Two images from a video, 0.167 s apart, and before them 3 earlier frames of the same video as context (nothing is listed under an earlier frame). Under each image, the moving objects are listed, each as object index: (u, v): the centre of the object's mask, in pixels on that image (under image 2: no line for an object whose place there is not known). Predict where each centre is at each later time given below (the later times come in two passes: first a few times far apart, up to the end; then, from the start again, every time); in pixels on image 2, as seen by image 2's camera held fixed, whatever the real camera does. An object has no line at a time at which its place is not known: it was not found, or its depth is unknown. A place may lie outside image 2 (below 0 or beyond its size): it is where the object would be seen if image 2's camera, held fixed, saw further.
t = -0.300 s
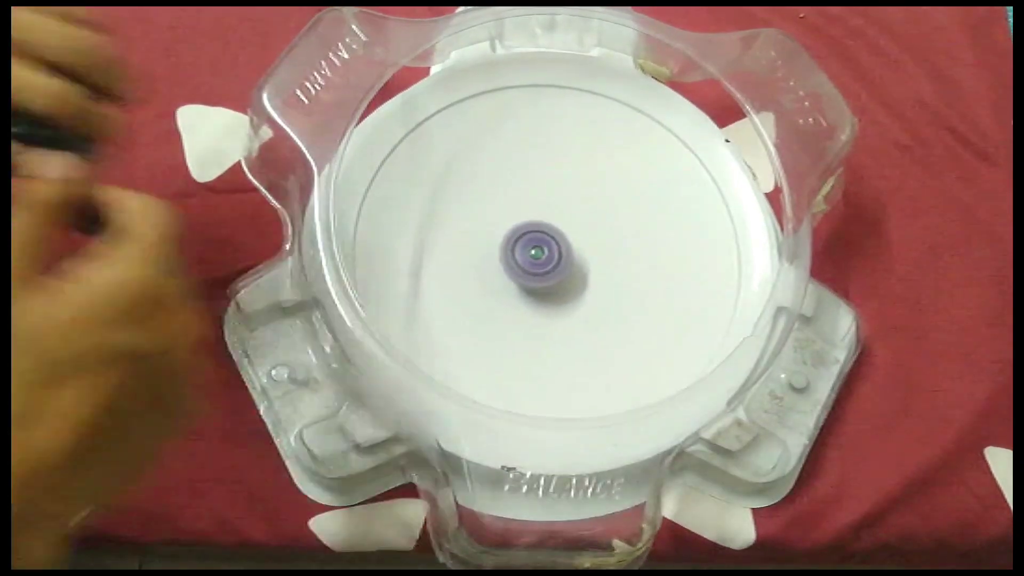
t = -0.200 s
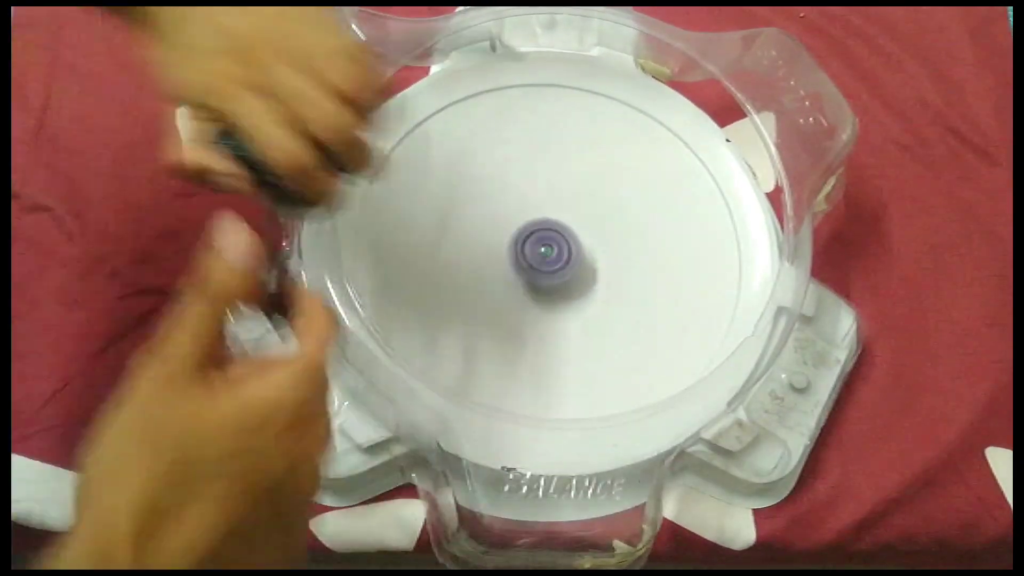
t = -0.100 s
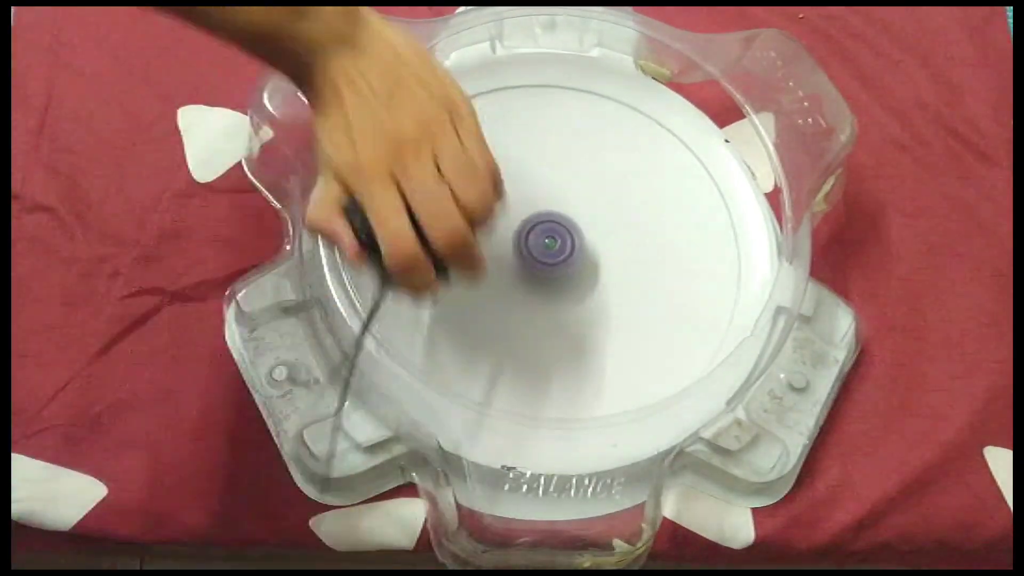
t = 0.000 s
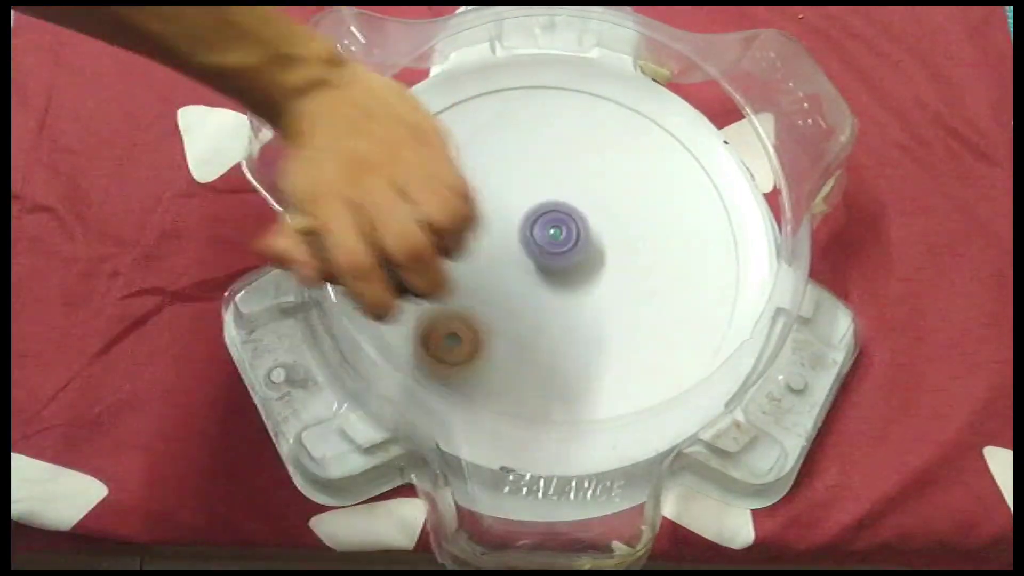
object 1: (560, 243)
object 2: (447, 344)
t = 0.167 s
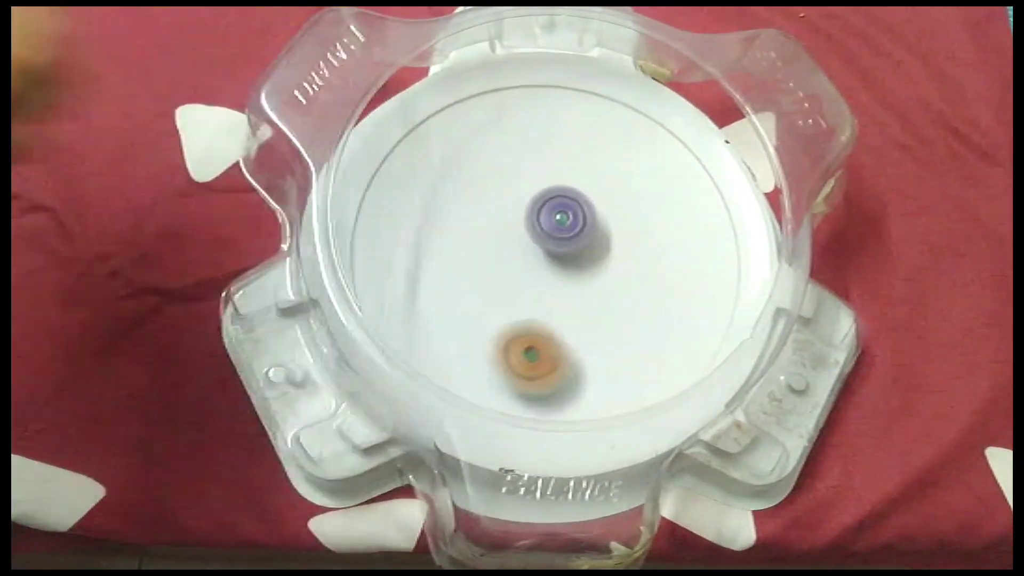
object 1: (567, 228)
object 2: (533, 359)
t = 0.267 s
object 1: (565, 223)
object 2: (573, 328)
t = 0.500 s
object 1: (540, 194)
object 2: (592, 244)
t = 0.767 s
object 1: (485, 183)
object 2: (578, 205)
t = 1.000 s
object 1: (468, 213)
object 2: (557, 197)
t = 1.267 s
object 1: (490, 256)
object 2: (556, 213)
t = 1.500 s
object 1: (527, 289)
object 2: (584, 219)
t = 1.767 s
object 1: (584, 286)
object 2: (603, 209)
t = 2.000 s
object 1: (574, 363)
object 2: (624, 111)
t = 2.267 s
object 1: (613, 347)
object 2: (567, 111)
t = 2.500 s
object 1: (584, 288)
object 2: (546, 185)
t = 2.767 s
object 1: (528, 298)
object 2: (573, 205)
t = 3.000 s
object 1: (504, 300)
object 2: (590, 212)
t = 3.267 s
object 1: (497, 286)
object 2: (592, 221)
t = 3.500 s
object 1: (509, 258)
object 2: (586, 241)
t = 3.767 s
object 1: (518, 216)
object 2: (588, 265)
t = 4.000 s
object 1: (531, 196)
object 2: (582, 275)
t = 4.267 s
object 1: (552, 193)
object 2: (563, 279)
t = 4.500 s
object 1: (579, 206)
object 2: (544, 279)
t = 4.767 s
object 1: (599, 226)
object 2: (527, 271)
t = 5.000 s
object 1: (602, 248)
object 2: (517, 258)
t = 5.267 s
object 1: (593, 274)
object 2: (511, 241)
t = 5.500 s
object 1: (573, 289)
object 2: (516, 227)
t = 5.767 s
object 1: (542, 297)
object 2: (529, 212)
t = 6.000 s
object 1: (525, 293)
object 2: (543, 206)
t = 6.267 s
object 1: (517, 274)
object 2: (564, 209)
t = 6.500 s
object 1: (508, 259)
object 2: (590, 200)
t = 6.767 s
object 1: (519, 237)
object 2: (601, 202)
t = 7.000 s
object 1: (525, 217)
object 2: (604, 218)
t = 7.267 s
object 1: (538, 217)
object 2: (613, 242)
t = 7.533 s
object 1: (538, 210)
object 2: (616, 279)
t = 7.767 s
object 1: (534, 212)
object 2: (609, 303)
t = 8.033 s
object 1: (536, 226)
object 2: (586, 309)
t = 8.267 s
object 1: (537, 231)
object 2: (551, 305)
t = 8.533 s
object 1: (543, 231)
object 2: (521, 306)
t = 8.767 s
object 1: (551, 228)
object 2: (506, 294)
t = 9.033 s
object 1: (596, 210)
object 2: (469, 285)
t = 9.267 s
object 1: (597, 184)
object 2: (462, 281)
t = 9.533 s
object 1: (591, 208)
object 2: (488, 261)
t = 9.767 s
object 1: (599, 233)
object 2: (514, 236)
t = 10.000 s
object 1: (595, 245)
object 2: (524, 216)
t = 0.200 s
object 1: (567, 226)
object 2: (550, 352)
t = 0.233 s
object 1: (566, 225)
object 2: (564, 342)
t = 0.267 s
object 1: (565, 223)
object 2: (573, 328)
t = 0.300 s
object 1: (564, 221)
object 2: (583, 314)
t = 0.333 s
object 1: (562, 220)
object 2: (590, 298)
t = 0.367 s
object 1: (559, 216)
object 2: (590, 280)
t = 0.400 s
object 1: (555, 209)
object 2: (594, 271)
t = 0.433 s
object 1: (549, 202)
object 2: (595, 263)
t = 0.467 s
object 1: (544, 198)
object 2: (594, 252)
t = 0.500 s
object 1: (540, 194)
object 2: (592, 244)
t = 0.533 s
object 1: (534, 189)
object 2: (593, 239)
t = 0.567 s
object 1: (527, 185)
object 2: (589, 230)
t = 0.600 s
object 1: (521, 183)
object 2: (586, 221)
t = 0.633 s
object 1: (516, 182)
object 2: (582, 214)
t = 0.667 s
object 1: (502, 172)
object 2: (584, 213)
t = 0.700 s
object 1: (499, 180)
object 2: (582, 211)
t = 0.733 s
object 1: (492, 181)
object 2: (581, 208)
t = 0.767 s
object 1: (485, 183)
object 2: (578, 205)
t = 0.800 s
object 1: (480, 186)
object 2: (576, 203)
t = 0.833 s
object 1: (475, 190)
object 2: (573, 201)
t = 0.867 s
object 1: (471, 194)
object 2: (570, 199)
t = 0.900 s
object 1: (469, 199)
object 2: (567, 198)
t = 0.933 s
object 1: (468, 204)
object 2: (564, 197)
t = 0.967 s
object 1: (468, 208)
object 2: (560, 197)
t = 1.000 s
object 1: (468, 213)
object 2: (557, 197)
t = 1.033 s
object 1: (469, 217)
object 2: (554, 198)
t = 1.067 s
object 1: (472, 223)
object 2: (551, 200)
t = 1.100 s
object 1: (475, 227)
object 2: (548, 201)
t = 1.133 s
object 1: (479, 233)
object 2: (546, 203)
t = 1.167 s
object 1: (479, 239)
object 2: (549, 205)
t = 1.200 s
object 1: (472, 237)
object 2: (551, 207)
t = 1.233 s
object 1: (484, 251)
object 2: (554, 209)
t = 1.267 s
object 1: (490, 256)
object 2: (556, 213)
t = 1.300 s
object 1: (495, 260)
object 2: (559, 216)
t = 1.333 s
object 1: (501, 263)
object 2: (561, 219)
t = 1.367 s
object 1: (502, 269)
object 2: (567, 221)
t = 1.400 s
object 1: (506, 275)
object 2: (573, 221)
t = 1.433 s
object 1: (513, 282)
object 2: (577, 220)
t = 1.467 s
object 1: (520, 286)
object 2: (581, 220)
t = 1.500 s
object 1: (527, 289)
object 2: (584, 219)
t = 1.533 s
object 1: (535, 292)
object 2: (588, 218)
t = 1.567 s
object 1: (542, 293)
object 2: (591, 217)
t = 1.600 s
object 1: (550, 294)
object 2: (594, 216)
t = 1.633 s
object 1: (557, 294)
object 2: (597, 214)
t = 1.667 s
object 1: (564, 293)
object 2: (598, 213)
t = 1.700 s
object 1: (571, 291)
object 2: (600, 211)
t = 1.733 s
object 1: (578, 289)
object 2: (601, 211)
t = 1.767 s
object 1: (584, 286)
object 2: (603, 209)
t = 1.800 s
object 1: (579, 300)
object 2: (614, 196)
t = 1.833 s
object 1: (567, 322)
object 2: (629, 172)
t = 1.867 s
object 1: (561, 338)
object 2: (637, 154)
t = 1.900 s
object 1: (560, 347)
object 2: (639, 140)
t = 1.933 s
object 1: (563, 354)
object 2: (636, 129)
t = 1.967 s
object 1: (568, 359)
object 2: (632, 119)
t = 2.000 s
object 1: (574, 363)
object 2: (624, 111)
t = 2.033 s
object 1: (580, 366)
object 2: (618, 105)
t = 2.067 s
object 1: (587, 367)
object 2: (611, 100)
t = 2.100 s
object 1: (593, 367)
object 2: (602, 97)
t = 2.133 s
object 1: (599, 366)
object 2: (594, 96)
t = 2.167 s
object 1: (604, 363)
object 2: (587, 97)
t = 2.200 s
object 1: (608, 359)
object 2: (580, 102)
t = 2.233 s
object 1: (611, 354)
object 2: (573, 105)
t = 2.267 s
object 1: (613, 347)
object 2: (567, 111)
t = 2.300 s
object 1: (607, 333)
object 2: (561, 118)
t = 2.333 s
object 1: (606, 325)
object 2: (556, 128)
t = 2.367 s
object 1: (608, 323)
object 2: (551, 138)
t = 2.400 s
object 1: (604, 314)
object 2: (547, 149)
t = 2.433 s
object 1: (597, 305)
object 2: (544, 159)
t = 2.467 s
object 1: (591, 297)
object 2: (545, 172)
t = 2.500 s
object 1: (584, 288)
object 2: (546, 185)
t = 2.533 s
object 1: (578, 281)
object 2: (549, 196)
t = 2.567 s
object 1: (572, 284)
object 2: (553, 200)
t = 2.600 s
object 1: (567, 290)
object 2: (556, 200)
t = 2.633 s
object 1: (560, 290)
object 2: (558, 205)
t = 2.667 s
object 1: (552, 288)
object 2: (560, 208)
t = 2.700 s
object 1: (543, 291)
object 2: (565, 208)
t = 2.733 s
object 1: (534, 296)
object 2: (569, 206)
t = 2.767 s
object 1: (528, 298)
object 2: (573, 205)
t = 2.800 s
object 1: (524, 299)
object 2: (577, 206)
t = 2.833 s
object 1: (520, 300)
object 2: (580, 207)
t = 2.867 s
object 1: (516, 301)
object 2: (583, 208)
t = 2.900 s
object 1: (513, 301)
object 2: (585, 209)
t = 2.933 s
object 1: (510, 301)
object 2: (587, 210)
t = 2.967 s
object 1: (507, 300)
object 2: (588, 211)
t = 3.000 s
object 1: (504, 300)
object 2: (590, 212)
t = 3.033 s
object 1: (502, 299)
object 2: (592, 213)
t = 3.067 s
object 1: (500, 298)
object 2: (593, 215)
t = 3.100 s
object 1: (499, 297)
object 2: (593, 215)
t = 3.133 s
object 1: (498, 295)
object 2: (593, 216)
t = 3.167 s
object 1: (497, 293)
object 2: (593, 217)
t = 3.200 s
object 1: (497, 291)
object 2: (593, 218)
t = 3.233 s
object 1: (497, 289)
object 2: (593, 220)
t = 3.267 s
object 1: (497, 286)
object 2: (592, 221)
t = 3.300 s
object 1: (498, 283)
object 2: (591, 224)
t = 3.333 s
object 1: (499, 279)
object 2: (590, 225)
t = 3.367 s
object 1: (501, 275)
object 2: (589, 228)
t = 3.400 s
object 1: (503, 272)
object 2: (589, 231)
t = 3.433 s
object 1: (505, 268)
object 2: (587, 234)
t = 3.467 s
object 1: (507, 263)
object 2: (586, 238)
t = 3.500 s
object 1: (509, 258)
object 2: (586, 241)
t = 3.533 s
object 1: (510, 252)
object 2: (584, 245)
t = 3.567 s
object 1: (510, 246)
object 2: (584, 249)
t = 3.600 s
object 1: (511, 240)
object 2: (587, 253)
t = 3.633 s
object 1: (512, 235)
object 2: (587, 256)
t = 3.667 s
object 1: (513, 230)
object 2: (588, 258)
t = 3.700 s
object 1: (515, 225)
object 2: (588, 261)
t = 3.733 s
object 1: (516, 220)
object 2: (588, 263)
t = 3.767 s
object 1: (518, 216)
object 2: (588, 265)
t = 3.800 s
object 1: (520, 212)
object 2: (588, 267)
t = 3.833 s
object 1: (522, 209)
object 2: (588, 268)
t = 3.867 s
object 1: (523, 206)
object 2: (587, 270)
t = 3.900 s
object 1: (525, 203)
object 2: (586, 271)
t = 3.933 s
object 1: (527, 201)
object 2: (585, 272)
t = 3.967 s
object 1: (529, 198)
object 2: (584, 274)
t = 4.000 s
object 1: (531, 196)
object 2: (582, 275)
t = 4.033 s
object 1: (533, 194)
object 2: (581, 276)
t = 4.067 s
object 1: (536, 193)
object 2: (579, 276)
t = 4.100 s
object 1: (538, 192)
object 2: (577, 276)
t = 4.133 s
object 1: (540, 192)
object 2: (575, 277)
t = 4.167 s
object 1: (543, 192)
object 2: (572, 277)
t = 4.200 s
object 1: (546, 192)
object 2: (569, 278)
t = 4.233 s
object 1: (549, 192)
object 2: (567, 279)
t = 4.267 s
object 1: (552, 193)
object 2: (563, 279)
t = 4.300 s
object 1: (556, 194)
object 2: (561, 279)
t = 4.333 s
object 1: (553, 189)
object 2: (557, 279)
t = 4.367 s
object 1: (564, 198)
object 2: (555, 279)
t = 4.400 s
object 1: (568, 200)
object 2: (552, 278)
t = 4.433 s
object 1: (571, 201)
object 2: (549, 279)
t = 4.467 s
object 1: (575, 204)
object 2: (546, 279)
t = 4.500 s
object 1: (579, 206)
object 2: (544, 279)
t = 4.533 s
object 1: (583, 208)
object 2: (541, 278)
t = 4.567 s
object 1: (586, 210)
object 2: (539, 278)
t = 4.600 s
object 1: (589, 213)
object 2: (537, 277)
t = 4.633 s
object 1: (592, 216)
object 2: (534, 276)
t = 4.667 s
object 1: (594, 219)
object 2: (532, 275)
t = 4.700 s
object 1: (596, 222)
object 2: (531, 274)
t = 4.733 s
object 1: (598, 224)
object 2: (529, 273)
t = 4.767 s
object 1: (599, 226)
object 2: (527, 271)
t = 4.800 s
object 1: (601, 229)
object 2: (526, 270)
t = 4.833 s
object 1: (601, 231)
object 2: (525, 268)
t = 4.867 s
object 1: (602, 235)
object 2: (523, 266)
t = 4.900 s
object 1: (602, 238)
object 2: (521, 264)
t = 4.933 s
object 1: (602, 241)
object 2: (519, 262)
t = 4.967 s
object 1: (602, 245)
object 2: (518, 259)
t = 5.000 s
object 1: (602, 248)
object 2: (517, 258)
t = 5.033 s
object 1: (601, 252)
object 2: (515, 255)
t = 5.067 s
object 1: (601, 256)
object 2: (514, 254)
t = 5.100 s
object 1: (599, 260)
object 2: (513, 251)
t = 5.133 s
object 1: (599, 263)
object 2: (512, 249)
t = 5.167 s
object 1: (598, 266)
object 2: (512, 247)
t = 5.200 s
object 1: (596, 269)
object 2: (511, 245)
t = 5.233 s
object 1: (595, 272)
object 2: (511, 243)
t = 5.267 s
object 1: (593, 274)
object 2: (511, 241)
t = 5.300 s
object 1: (591, 277)
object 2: (511, 239)
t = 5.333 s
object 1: (587, 277)
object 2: (512, 237)
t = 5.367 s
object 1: (580, 274)
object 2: (512, 234)
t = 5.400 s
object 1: (577, 276)
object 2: (513, 232)
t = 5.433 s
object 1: (580, 285)
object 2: (514, 230)
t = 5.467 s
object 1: (570, 280)
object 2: (516, 228)
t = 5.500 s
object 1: (573, 289)
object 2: (516, 227)
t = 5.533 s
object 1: (563, 284)
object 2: (517, 224)
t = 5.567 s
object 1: (565, 292)
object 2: (518, 223)
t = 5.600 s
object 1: (561, 293)
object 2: (519, 221)
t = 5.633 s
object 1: (557, 294)
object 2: (520, 219)
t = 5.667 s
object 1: (553, 295)
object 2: (522, 217)
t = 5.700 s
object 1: (550, 296)
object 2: (524, 216)
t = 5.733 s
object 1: (547, 296)
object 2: (526, 214)
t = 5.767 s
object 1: (542, 297)
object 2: (529, 212)
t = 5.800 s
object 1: (540, 297)
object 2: (530, 210)
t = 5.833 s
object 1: (536, 297)
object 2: (532, 209)
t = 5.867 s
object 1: (534, 297)
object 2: (534, 208)
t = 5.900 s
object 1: (531, 296)
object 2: (536, 207)
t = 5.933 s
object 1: (528, 295)
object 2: (538, 206)
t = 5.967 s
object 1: (526, 294)
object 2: (540, 205)
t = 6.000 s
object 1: (525, 293)
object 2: (543, 206)
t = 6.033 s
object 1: (524, 291)
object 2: (545, 206)
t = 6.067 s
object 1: (523, 289)
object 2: (548, 206)
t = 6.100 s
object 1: (522, 287)
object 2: (550, 207)
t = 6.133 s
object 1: (521, 285)
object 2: (552, 207)
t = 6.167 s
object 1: (521, 282)
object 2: (555, 208)
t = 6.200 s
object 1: (520, 279)
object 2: (557, 209)
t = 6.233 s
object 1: (519, 275)
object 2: (560, 210)
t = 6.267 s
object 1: (517, 274)
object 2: (564, 209)
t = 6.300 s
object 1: (512, 273)
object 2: (571, 207)
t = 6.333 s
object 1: (509, 271)
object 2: (575, 206)
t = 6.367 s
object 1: (508, 268)
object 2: (580, 205)
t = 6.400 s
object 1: (507, 266)
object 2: (583, 203)
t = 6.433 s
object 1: (508, 264)
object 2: (586, 202)
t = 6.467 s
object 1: (508, 262)
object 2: (588, 201)
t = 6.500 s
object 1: (508, 259)
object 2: (590, 200)
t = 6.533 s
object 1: (508, 256)
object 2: (592, 200)
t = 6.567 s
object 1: (509, 254)
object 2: (594, 199)
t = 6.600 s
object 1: (510, 251)
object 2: (595, 199)
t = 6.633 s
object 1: (511, 248)
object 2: (597, 199)
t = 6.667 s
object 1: (513, 245)
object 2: (598, 200)
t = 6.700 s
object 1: (515, 243)
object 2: (600, 200)
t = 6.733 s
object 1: (516, 240)
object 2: (601, 201)
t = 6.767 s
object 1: (519, 237)
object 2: (601, 202)
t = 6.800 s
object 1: (521, 235)
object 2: (601, 203)
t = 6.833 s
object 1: (523, 232)
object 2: (601, 205)
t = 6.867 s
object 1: (526, 230)
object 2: (601, 208)
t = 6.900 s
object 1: (528, 228)
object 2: (600, 210)
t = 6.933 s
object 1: (527, 226)
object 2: (602, 213)
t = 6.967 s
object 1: (528, 226)
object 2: (603, 216)
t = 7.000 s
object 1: (525, 217)
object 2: (604, 218)
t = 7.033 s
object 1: (532, 224)
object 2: (605, 221)
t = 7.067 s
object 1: (532, 222)
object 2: (608, 224)
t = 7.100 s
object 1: (532, 220)
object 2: (610, 227)
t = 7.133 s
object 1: (533, 219)
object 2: (611, 230)
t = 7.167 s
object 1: (533, 218)
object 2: (612, 233)
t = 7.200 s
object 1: (535, 218)
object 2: (613, 236)
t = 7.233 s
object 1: (536, 217)
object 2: (613, 239)
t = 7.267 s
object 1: (538, 217)
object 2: (613, 242)
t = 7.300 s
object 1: (539, 217)
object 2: (613, 245)
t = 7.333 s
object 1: (541, 216)
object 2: (612, 248)
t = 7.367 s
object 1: (543, 216)
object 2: (611, 250)
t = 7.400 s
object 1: (545, 216)
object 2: (610, 253)
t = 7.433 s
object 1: (546, 216)
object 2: (610, 258)
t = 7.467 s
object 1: (544, 212)
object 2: (614, 268)
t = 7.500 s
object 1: (541, 210)
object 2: (615, 275)
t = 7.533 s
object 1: (538, 210)
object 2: (616, 279)
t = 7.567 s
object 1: (537, 210)
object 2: (617, 282)
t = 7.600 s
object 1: (537, 210)
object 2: (617, 286)
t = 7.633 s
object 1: (536, 210)
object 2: (617, 290)
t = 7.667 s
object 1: (536, 210)
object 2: (616, 293)
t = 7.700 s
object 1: (535, 211)
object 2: (614, 296)
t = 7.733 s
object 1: (534, 211)
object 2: (612, 299)
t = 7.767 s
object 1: (534, 212)
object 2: (609, 303)
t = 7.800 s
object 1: (534, 213)
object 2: (608, 306)
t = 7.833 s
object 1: (534, 215)
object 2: (606, 308)
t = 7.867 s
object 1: (534, 216)
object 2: (603, 309)
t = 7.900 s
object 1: (534, 218)
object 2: (600, 309)
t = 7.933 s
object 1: (534, 220)
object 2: (597, 310)
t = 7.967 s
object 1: (535, 222)
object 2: (593, 310)
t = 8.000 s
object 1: (535, 224)
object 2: (589, 310)
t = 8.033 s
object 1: (536, 226)
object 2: (586, 309)
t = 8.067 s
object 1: (537, 229)
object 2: (582, 308)
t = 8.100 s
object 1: (538, 231)
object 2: (577, 307)
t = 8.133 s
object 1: (539, 234)
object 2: (572, 304)
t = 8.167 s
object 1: (539, 235)
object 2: (567, 302)
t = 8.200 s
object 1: (539, 234)
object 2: (563, 304)
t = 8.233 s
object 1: (539, 232)
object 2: (557, 305)
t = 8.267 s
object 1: (537, 231)
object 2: (551, 305)
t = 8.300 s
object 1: (537, 232)
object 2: (546, 305)
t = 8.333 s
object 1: (537, 233)
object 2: (542, 306)
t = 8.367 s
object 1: (537, 234)
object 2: (538, 306)
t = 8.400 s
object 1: (537, 234)
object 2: (536, 305)
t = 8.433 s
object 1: (537, 235)
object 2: (532, 305)
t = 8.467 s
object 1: (539, 235)
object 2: (529, 303)
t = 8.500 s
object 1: (541, 234)
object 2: (523, 306)
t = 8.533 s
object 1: (543, 231)
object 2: (521, 306)
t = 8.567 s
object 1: (543, 229)
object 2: (518, 306)
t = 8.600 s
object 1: (544, 228)
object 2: (514, 305)
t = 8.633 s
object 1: (544, 227)
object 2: (512, 304)
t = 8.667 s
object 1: (545, 227)
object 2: (511, 302)
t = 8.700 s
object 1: (547, 227)
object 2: (509, 300)
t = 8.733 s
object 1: (549, 228)
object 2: (508, 297)
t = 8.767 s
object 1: (551, 228)
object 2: (506, 294)
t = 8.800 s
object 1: (553, 229)
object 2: (504, 290)
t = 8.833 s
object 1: (555, 230)
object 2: (504, 287)
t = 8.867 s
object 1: (556, 231)
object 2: (503, 283)
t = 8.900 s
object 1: (557, 231)
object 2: (503, 279)
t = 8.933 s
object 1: (566, 228)
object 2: (495, 280)
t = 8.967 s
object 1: (580, 220)
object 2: (481, 284)
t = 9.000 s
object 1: (591, 214)
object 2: (472, 284)
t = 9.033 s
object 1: (596, 210)
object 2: (469, 285)
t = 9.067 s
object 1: (597, 206)
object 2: (465, 285)
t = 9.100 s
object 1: (597, 199)
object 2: (463, 284)
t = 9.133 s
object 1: (599, 193)
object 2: (463, 284)
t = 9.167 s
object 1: (602, 188)
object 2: (462, 284)
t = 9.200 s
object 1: (602, 185)
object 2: (461, 283)
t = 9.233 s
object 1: (600, 183)
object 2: (462, 282)
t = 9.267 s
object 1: (597, 184)
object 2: (462, 281)
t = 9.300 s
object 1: (595, 185)
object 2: (463, 279)
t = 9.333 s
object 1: (593, 187)
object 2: (465, 277)
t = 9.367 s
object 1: (592, 189)
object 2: (467, 275)
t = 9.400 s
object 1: (592, 192)
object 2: (471, 273)
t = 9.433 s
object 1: (591, 195)
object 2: (474, 270)
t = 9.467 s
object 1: (591, 199)
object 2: (478, 267)
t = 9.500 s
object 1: (591, 203)
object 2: (482, 264)
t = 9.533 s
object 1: (591, 208)
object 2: (488, 261)
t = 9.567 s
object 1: (592, 212)
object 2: (492, 257)
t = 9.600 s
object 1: (592, 216)
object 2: (498, 254)
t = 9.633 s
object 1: (592, 221)
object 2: (503, 250)
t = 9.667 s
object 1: (592, 225)
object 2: (509, 247)
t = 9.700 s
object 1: (591, 229)
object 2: (513, 244)
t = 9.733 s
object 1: (595, 231)
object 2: (514, 240)
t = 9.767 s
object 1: (599, 233)
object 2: (514, 236)
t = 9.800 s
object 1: (604, 236)
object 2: (513, 231)
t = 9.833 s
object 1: (606, 239)
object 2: (515, 229)
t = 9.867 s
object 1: (605, 242)
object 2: (515, 226)
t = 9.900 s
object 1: (605, 244)
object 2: (517, 223)
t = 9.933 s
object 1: (604, 247)
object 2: (519, 221)
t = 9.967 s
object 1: (603, 250)
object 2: (522, 218)
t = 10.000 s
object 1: (595, 245)
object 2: (524, 216)
